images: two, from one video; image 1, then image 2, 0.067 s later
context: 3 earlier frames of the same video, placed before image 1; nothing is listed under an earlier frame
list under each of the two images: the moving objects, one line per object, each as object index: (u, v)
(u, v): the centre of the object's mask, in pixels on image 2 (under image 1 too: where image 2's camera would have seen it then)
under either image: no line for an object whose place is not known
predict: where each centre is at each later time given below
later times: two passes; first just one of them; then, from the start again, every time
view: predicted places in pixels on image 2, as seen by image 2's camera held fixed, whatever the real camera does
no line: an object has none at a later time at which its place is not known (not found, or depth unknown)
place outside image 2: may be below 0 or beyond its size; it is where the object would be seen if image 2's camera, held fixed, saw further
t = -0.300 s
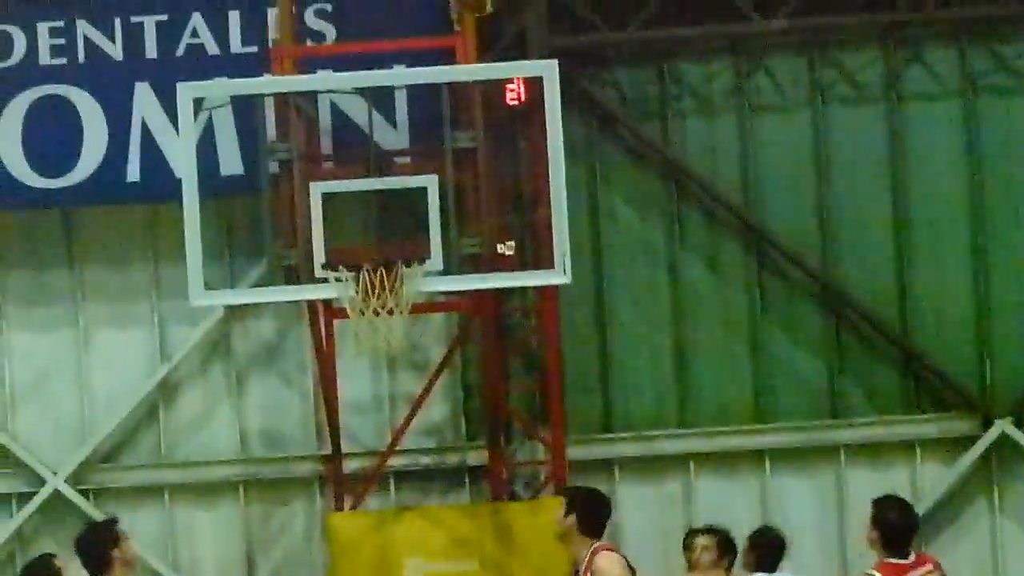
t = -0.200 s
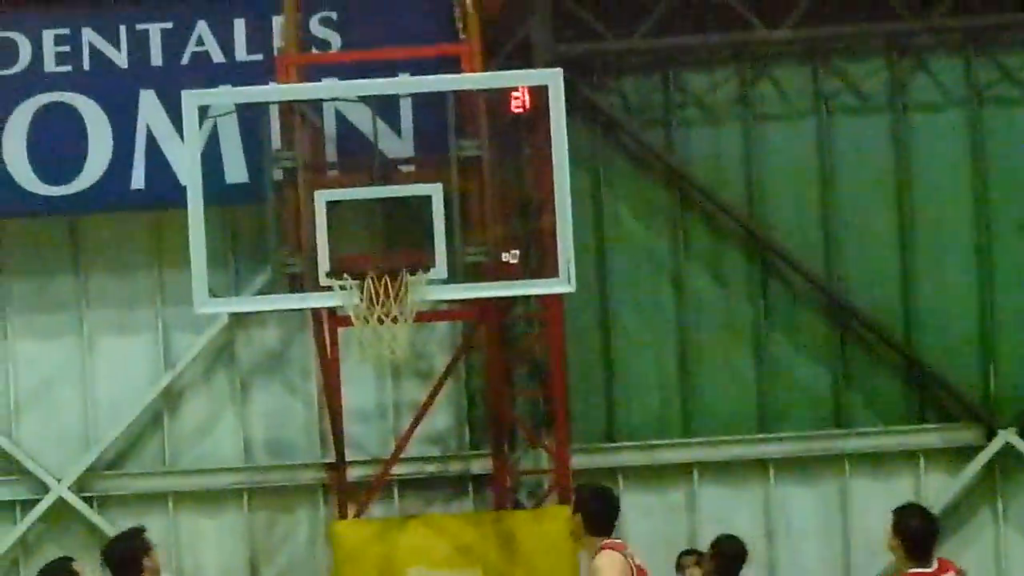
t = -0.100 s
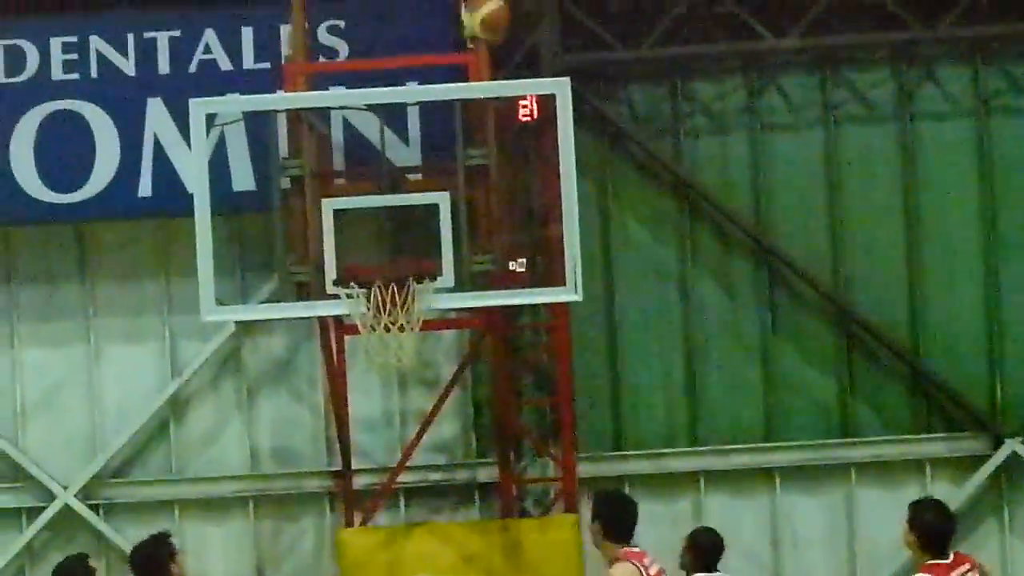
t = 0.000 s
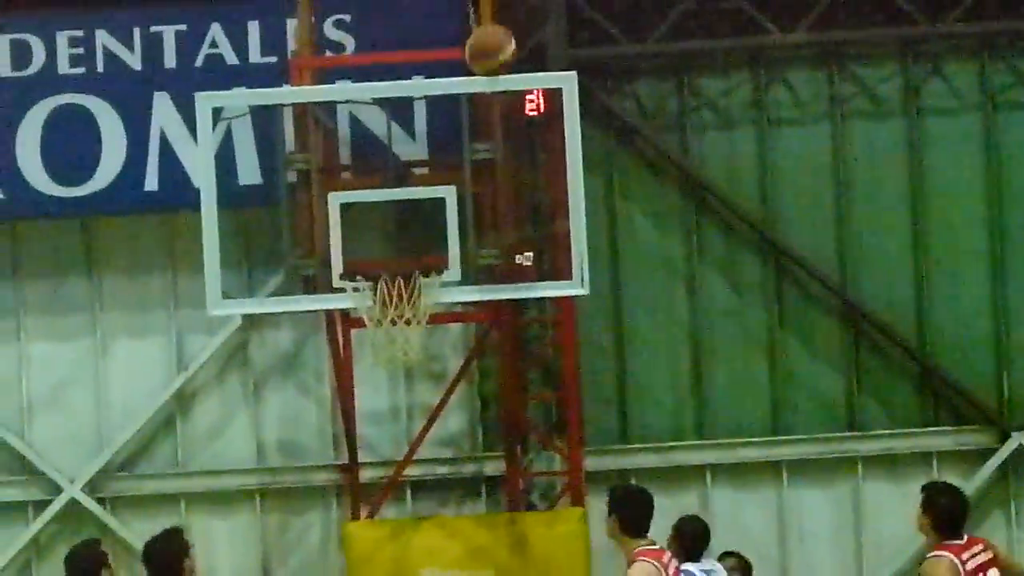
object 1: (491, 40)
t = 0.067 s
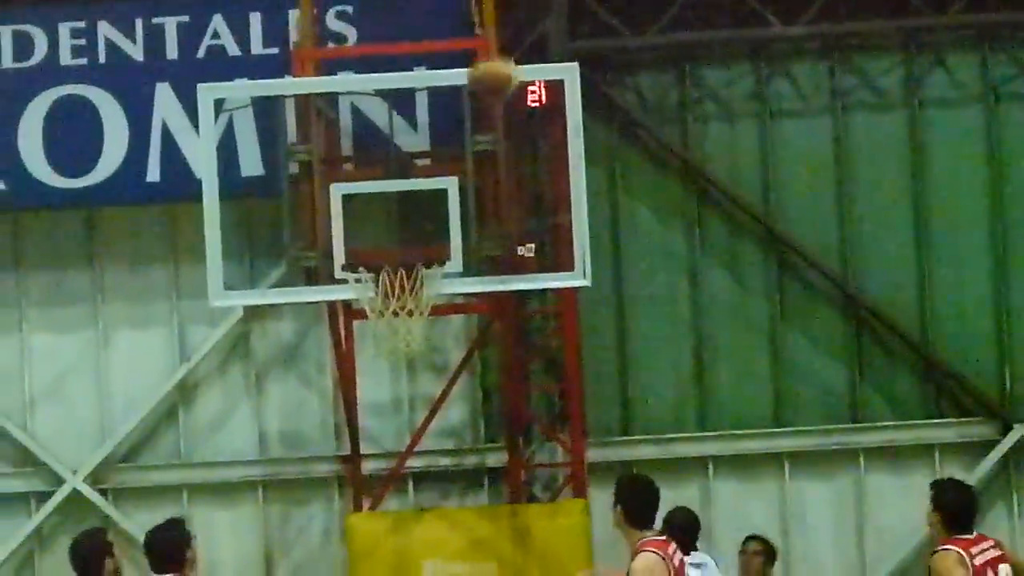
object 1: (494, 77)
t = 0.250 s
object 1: (492, 198)
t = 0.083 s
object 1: (494, 84)
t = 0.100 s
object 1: (494, 97)
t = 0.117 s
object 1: (494, 109)
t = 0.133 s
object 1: (494, 119)
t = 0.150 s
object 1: (494, 133)
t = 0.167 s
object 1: (493, 148)
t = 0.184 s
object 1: (491, 161)
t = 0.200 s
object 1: (492, 172)
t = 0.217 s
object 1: (493, 183)
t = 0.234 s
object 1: (493, 188)
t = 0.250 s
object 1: (492, 198)
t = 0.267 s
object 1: (492, 211)
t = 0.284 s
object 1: (490, 223)
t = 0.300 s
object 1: (491, 238)
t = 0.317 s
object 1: (492, 251)
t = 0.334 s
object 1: (494, 266)
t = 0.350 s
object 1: (493, 279)
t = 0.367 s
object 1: (490, 293)
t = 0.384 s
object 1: (489, 309)
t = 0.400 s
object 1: (488, 325)
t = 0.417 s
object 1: (488, 345)
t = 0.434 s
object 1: (488, 361)
